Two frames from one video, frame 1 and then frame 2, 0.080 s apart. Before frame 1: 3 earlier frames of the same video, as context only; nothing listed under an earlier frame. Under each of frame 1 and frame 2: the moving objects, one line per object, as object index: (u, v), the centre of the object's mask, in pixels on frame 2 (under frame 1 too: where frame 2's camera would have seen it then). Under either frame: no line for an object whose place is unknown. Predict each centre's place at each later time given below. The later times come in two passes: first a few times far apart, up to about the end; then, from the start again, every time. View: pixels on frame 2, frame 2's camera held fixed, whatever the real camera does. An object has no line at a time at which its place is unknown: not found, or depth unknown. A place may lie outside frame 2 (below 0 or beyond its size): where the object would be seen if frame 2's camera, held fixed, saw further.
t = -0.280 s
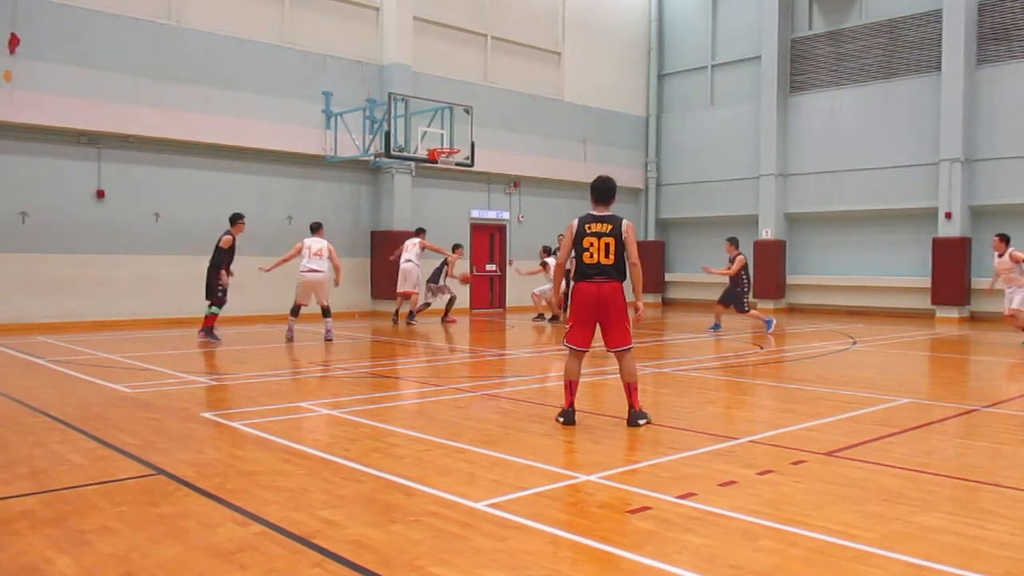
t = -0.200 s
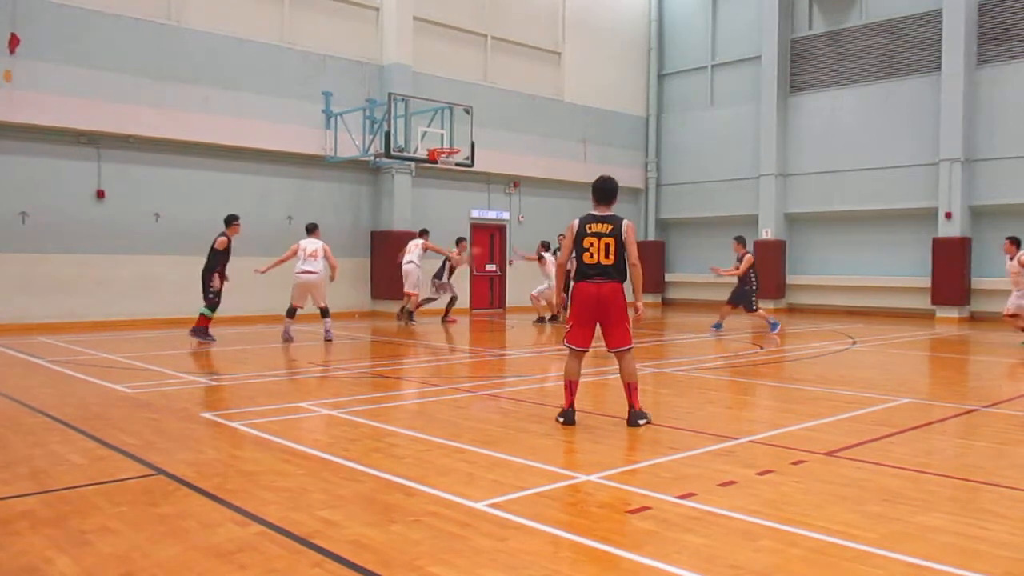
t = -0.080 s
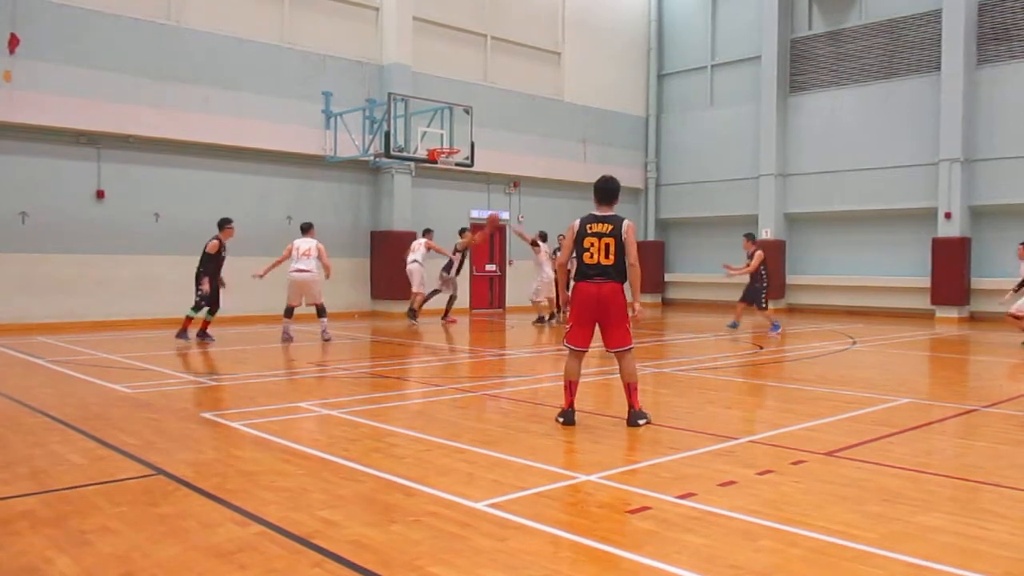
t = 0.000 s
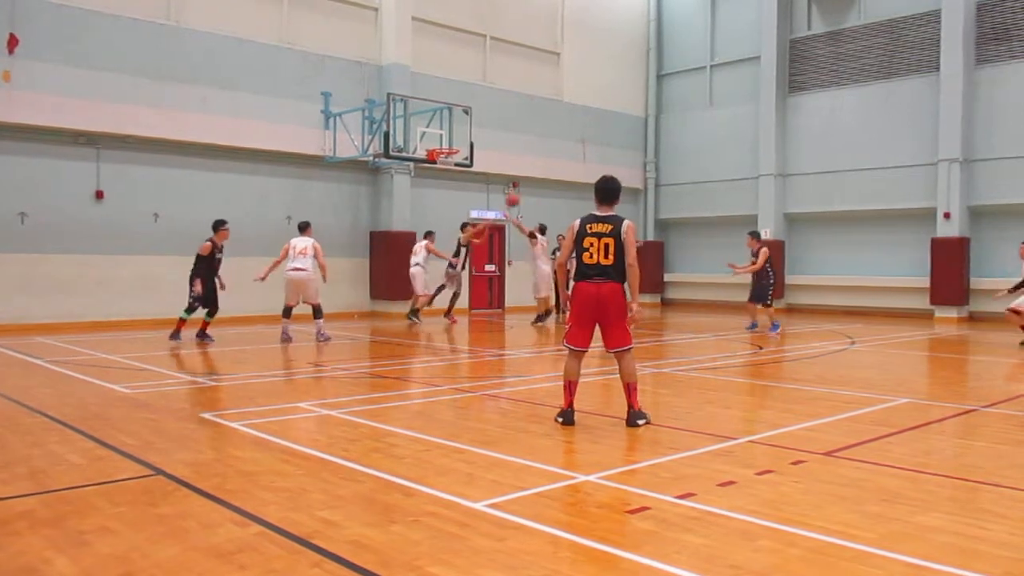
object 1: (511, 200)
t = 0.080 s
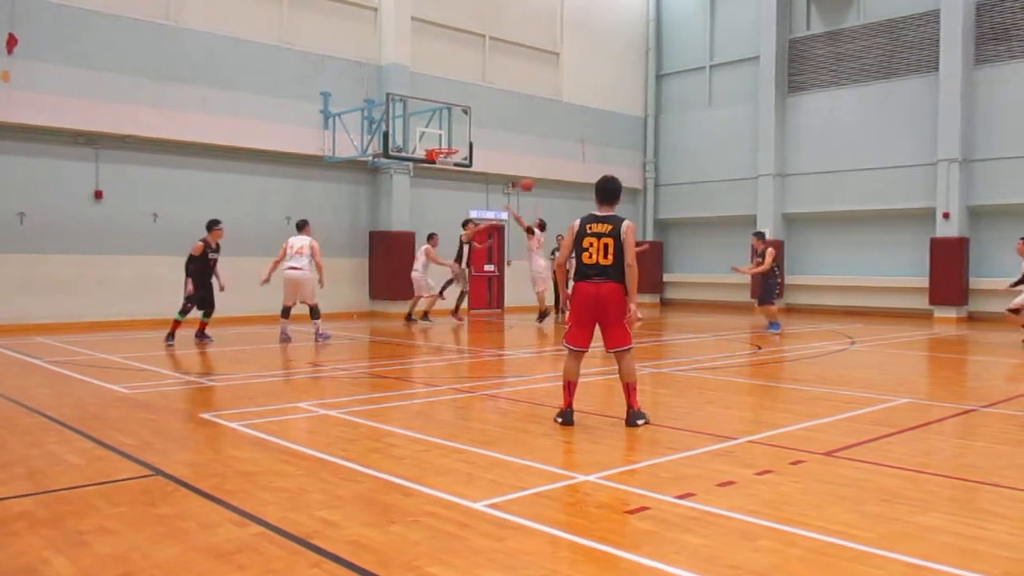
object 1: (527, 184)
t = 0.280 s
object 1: (567, 159)
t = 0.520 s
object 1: (620, 159)
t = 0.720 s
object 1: (670, 188)
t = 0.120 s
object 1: (533, 178)
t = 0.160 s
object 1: (542, 172)
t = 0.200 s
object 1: (550, 167)
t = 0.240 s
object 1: (558, 162)
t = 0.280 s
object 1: (567, 159)
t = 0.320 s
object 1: (575, 157)
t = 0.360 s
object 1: (583, 155)
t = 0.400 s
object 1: (592, 154)
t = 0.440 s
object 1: (601, 155)
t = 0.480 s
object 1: (610, 156)
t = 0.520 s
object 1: (620, 159)
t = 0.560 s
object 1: (630, 162)
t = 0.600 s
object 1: (639, 167)
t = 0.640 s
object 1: (650, 172)
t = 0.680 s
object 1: (660, 180)
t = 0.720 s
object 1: (670, 188)
